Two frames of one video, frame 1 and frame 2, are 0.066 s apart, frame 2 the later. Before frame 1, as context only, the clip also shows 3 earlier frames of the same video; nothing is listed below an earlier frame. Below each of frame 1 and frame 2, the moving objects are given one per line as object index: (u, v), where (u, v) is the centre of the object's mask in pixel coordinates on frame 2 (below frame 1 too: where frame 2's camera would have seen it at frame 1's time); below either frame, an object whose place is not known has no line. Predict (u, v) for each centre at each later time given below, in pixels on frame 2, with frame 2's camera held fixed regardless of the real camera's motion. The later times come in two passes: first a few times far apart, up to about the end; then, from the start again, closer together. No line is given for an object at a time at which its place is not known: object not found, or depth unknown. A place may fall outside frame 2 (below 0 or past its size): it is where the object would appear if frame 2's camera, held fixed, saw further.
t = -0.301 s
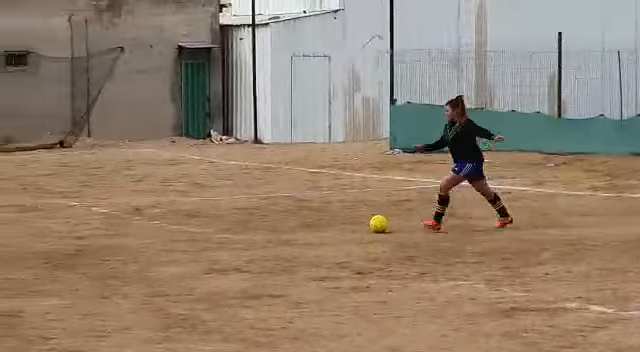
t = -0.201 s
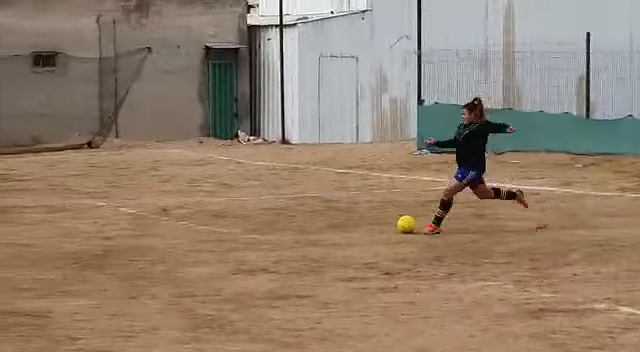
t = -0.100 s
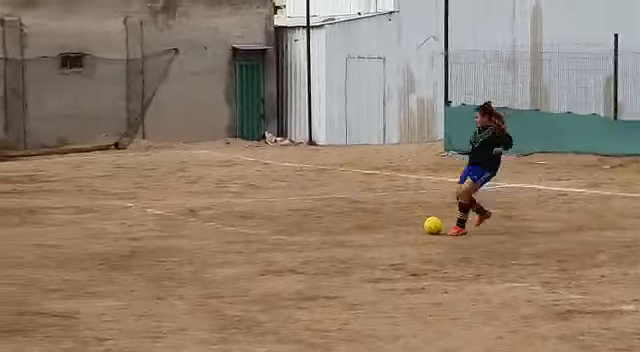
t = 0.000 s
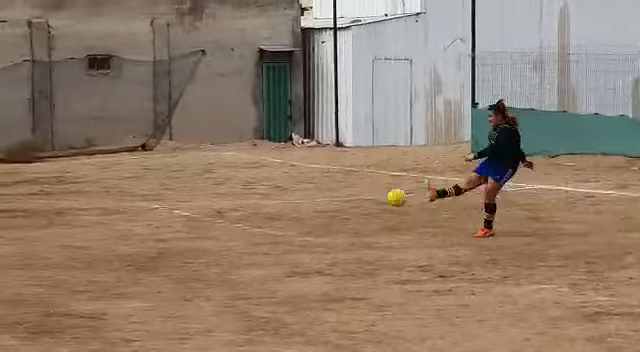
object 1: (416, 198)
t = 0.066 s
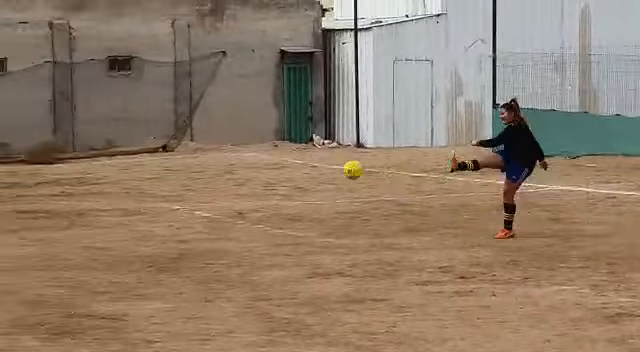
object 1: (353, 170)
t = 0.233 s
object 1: (184, 106)
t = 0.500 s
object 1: (-147, 22)
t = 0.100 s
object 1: (320, 156)
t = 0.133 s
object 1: (287, 143)
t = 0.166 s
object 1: (254, 130)
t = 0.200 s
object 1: (219, 118)
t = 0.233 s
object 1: (184, 106)
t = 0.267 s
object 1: (148, 94)
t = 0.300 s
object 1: (110, 83)
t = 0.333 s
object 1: (70, 72)
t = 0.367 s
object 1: (30, 60)
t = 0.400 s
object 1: (-11, 50)
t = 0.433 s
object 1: (-54, 40)
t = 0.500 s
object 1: (-147, 22)
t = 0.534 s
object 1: (-199, 14)
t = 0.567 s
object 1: (-253, 6)
